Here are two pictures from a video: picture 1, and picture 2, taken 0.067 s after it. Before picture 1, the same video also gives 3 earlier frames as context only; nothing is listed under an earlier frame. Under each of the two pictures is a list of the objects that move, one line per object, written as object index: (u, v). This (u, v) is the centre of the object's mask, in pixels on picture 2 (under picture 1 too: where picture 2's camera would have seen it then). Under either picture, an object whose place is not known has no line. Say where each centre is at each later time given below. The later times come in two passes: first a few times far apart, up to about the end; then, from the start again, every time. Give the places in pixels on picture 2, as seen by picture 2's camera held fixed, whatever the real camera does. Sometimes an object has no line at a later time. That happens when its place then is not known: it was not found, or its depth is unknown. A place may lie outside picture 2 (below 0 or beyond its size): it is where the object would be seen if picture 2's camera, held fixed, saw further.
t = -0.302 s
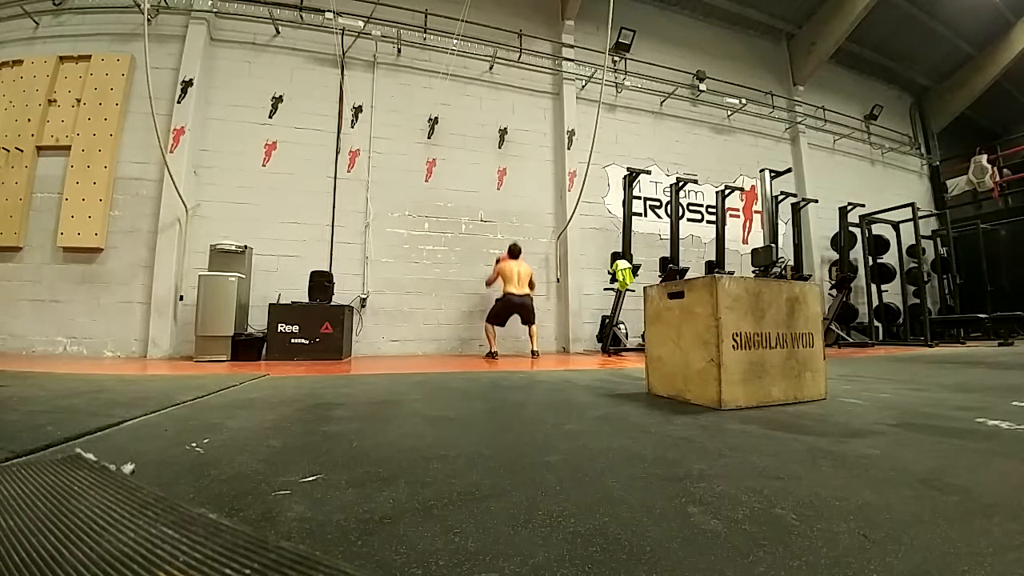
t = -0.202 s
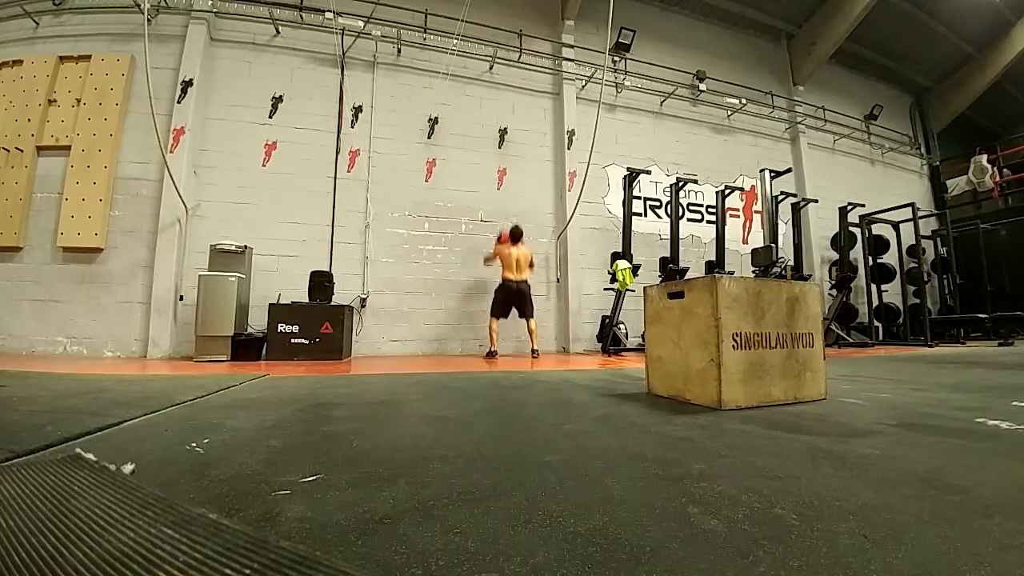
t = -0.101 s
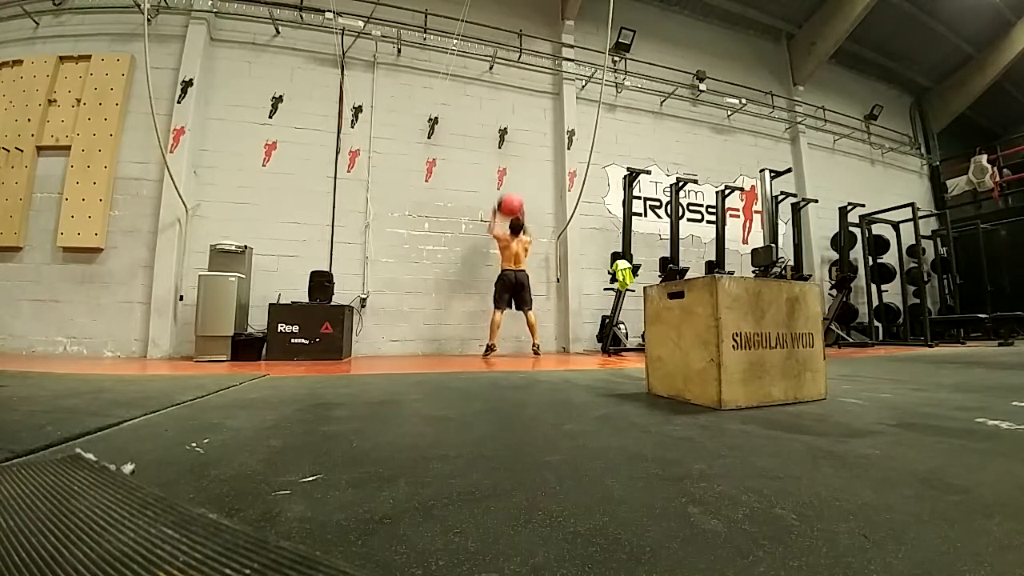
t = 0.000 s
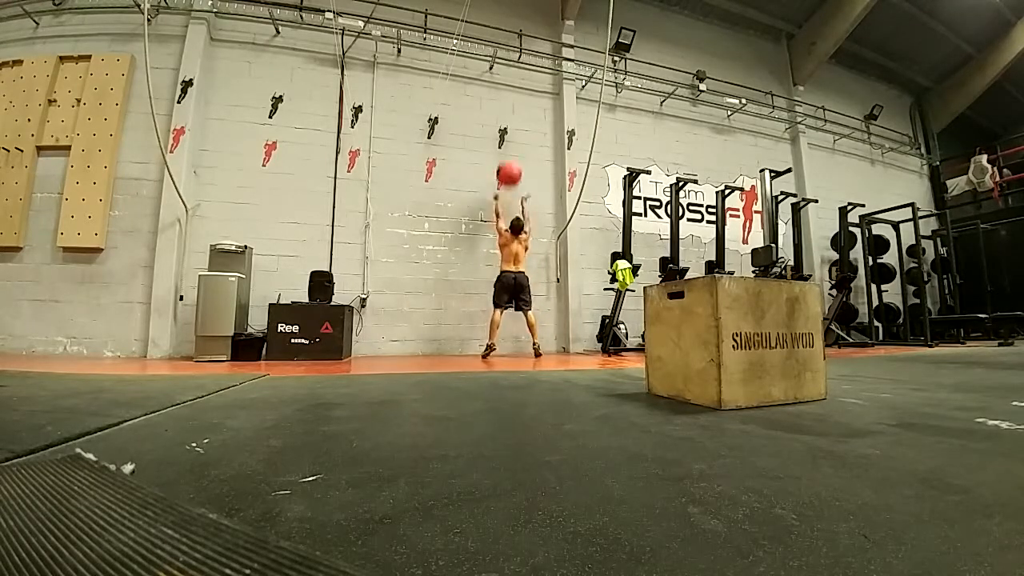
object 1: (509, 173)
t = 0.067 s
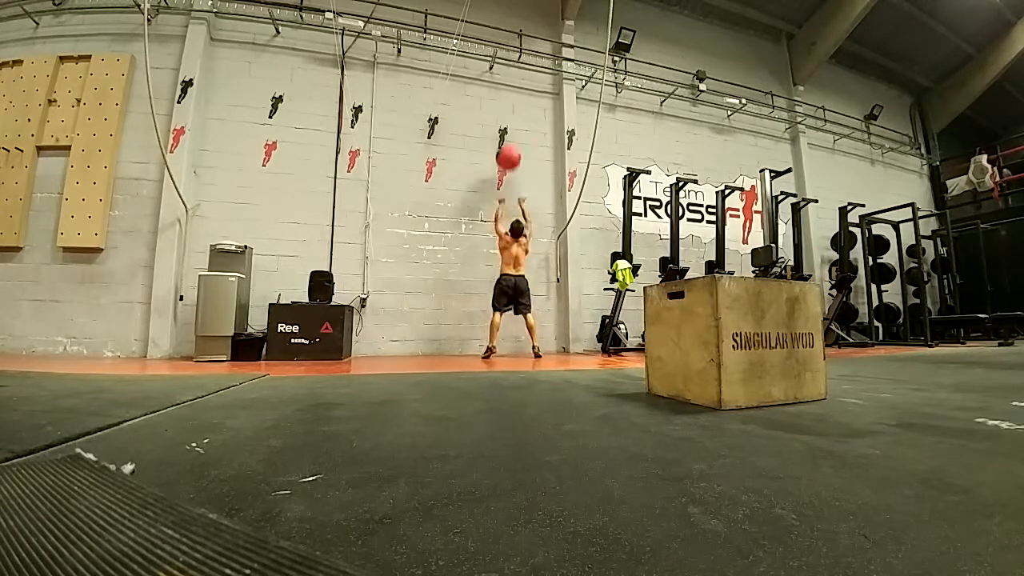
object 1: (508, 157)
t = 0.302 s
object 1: (506, 126)
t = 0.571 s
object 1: (505, 130)
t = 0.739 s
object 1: (506, 154)
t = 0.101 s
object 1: (507, 151)
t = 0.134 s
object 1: (507, 144)
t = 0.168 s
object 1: (507, 139)
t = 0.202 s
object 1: (506, 135)
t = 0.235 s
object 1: (506, 132)
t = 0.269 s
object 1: (506, 128)
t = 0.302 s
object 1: (506, 126)
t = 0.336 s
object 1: (505, 125)
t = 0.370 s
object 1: (505, 124)
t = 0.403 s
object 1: (505, 124)
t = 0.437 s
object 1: (505, 124)
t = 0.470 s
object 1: (505, 125)
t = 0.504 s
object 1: (505, 126)
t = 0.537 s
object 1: (505, 128)
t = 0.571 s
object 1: (505, 130)
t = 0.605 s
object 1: (505, 134)
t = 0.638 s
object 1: (505, 138)
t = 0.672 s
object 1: (505, 141)
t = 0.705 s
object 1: (506, 148)
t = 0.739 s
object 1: (506, 154)
